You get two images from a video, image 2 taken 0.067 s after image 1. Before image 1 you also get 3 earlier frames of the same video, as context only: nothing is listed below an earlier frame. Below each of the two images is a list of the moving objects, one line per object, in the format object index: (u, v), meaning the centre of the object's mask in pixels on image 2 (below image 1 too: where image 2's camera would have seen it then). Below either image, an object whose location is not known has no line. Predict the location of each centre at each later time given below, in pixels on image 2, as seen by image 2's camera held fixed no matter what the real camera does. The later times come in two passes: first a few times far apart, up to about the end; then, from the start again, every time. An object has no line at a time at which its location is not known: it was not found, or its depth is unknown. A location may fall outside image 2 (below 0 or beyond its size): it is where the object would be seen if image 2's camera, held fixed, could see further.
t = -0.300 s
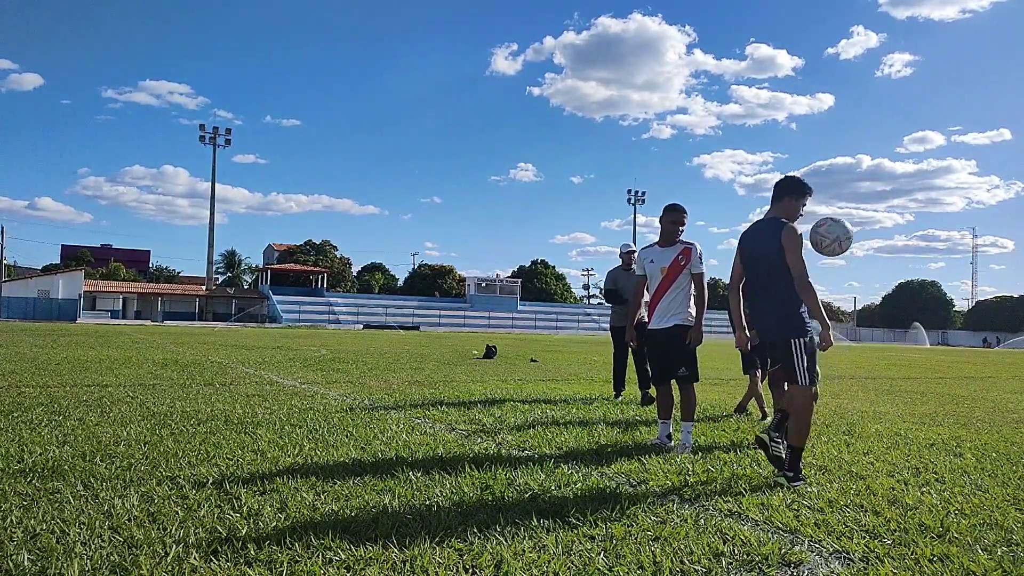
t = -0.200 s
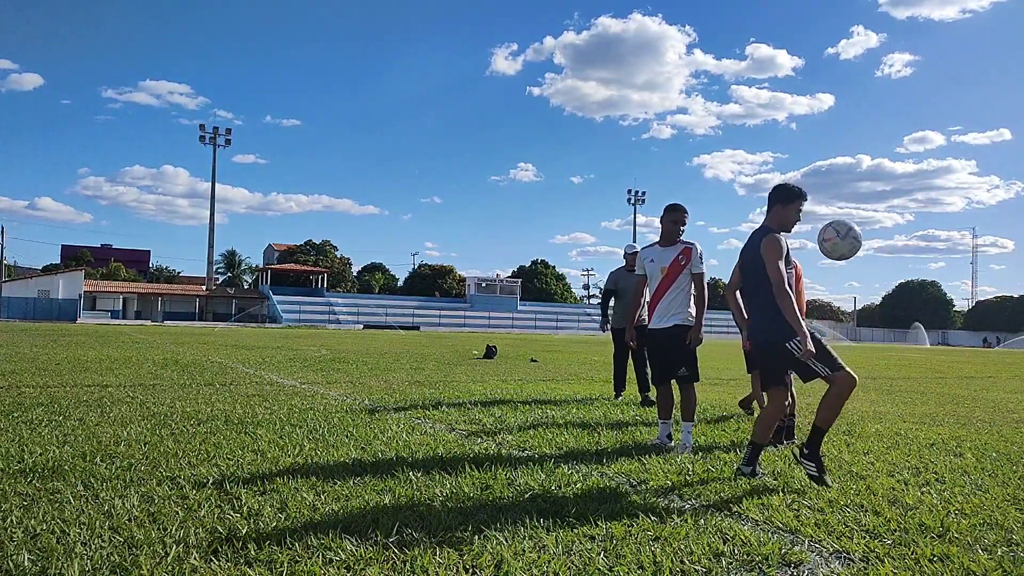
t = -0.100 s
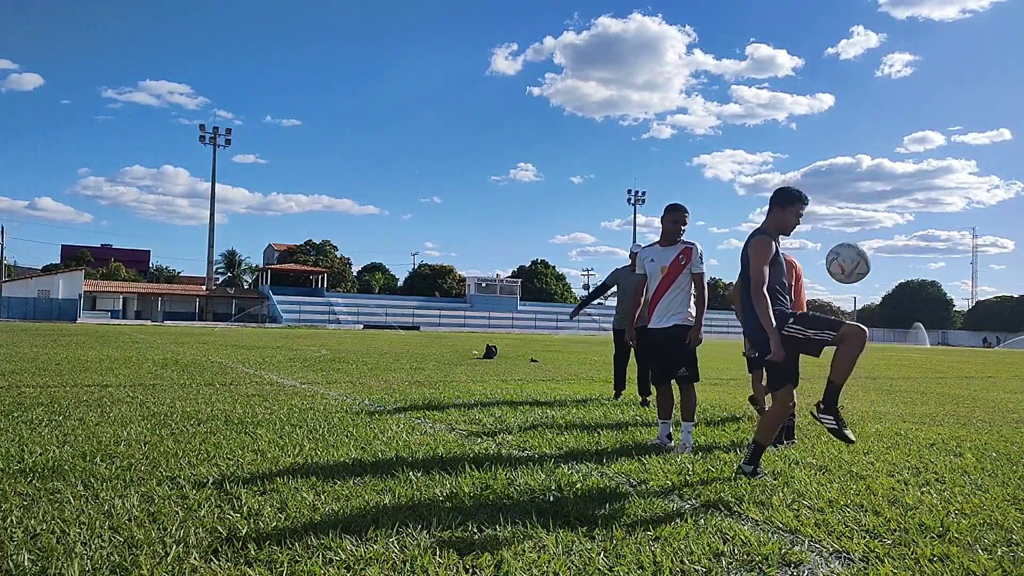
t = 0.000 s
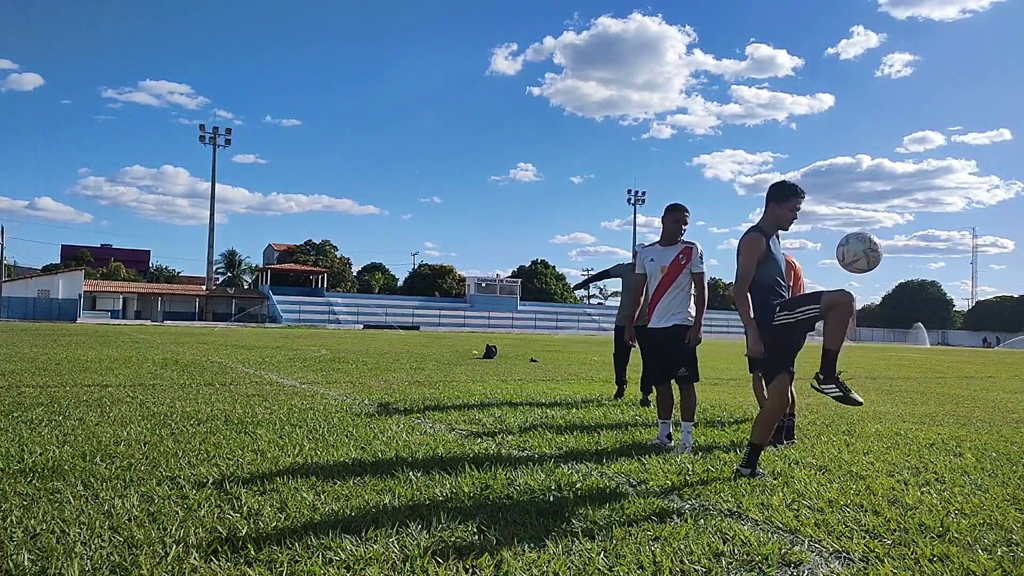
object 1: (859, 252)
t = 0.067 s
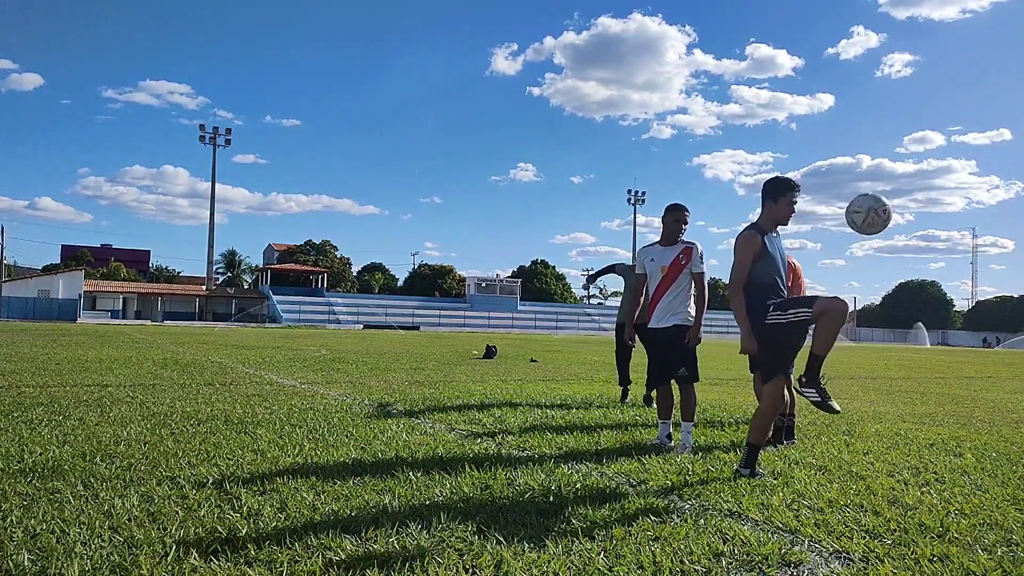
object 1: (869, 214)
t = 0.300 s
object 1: (900, 147)
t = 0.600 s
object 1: (939, 209)
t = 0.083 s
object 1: (871, 205)
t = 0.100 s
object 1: (873, 198)
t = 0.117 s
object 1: (876, 191)
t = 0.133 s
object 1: (878, 184)
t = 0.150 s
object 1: (880, 178)
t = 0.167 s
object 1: (882, 173)
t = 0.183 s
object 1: (884, 168)
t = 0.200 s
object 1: (887, 163)
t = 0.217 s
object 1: (889, 159)
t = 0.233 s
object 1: (891, 156)
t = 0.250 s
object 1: (894, 152)
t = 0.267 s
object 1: (896, 150)
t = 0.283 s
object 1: (898, 148)
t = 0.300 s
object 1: (900, 147)
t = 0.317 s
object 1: (902, 146)
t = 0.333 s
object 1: (905, 146)
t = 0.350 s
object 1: (907, 146)
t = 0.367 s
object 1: (909, 147)
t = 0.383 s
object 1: (911, 148)
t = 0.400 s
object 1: (914, 150)
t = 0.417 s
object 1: (916, 152)
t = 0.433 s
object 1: (918, 154)
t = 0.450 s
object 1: (920, 158)
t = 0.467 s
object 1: (923, 161)
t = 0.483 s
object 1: (924, 166)
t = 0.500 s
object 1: (926, 170)
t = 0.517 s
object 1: (929, 176)
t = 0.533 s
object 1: (931, 181)
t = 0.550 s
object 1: (933, 187)
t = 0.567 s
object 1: (935, 194)
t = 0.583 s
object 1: (937, 201)
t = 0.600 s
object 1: (939, 209)
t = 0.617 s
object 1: (941, 217)
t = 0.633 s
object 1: (944, 226)
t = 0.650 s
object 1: (946, 235)
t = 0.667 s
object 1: (948, 245)
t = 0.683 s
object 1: (950, 255)
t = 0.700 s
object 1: (952, 266)
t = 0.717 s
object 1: (954, 277)
